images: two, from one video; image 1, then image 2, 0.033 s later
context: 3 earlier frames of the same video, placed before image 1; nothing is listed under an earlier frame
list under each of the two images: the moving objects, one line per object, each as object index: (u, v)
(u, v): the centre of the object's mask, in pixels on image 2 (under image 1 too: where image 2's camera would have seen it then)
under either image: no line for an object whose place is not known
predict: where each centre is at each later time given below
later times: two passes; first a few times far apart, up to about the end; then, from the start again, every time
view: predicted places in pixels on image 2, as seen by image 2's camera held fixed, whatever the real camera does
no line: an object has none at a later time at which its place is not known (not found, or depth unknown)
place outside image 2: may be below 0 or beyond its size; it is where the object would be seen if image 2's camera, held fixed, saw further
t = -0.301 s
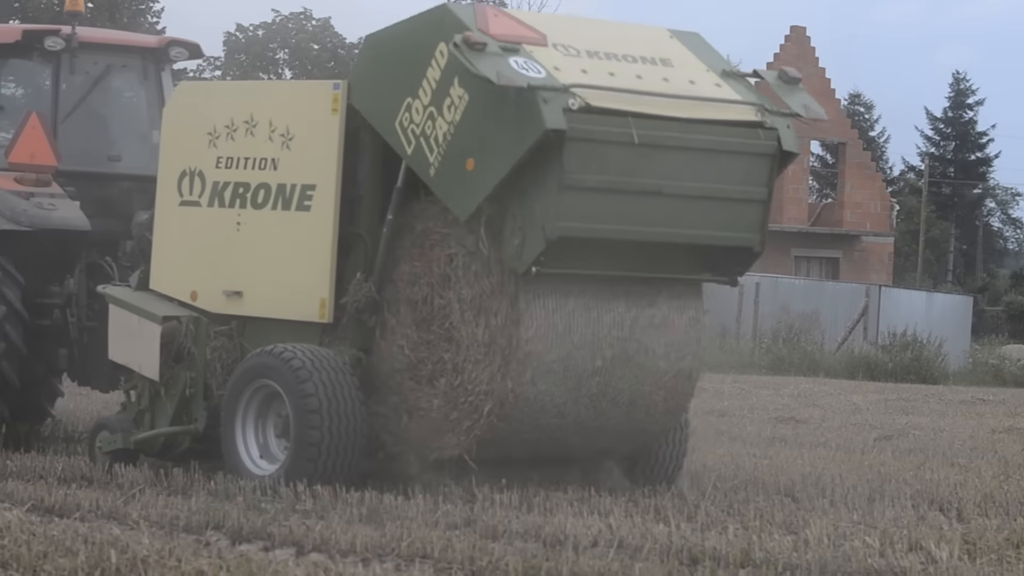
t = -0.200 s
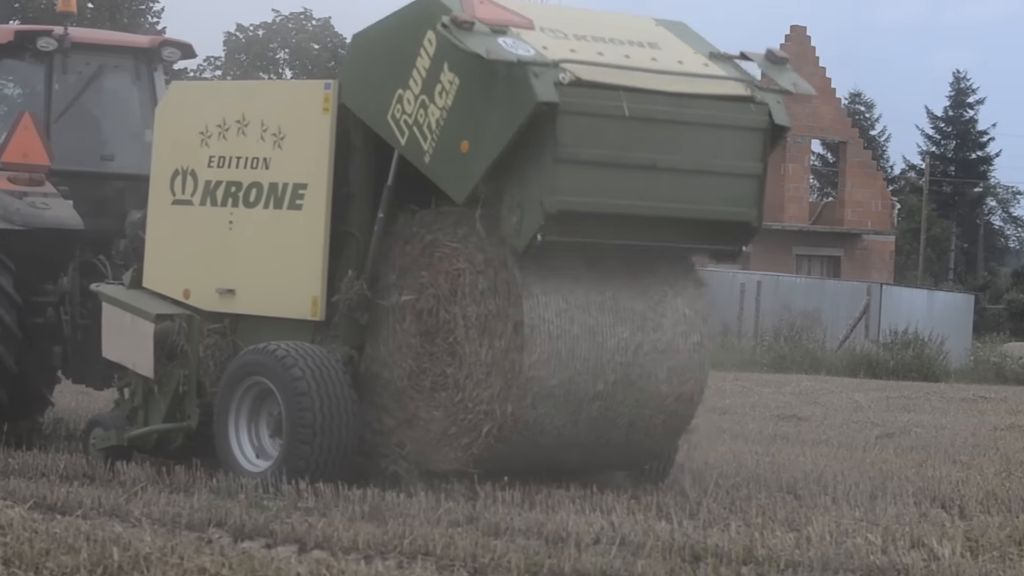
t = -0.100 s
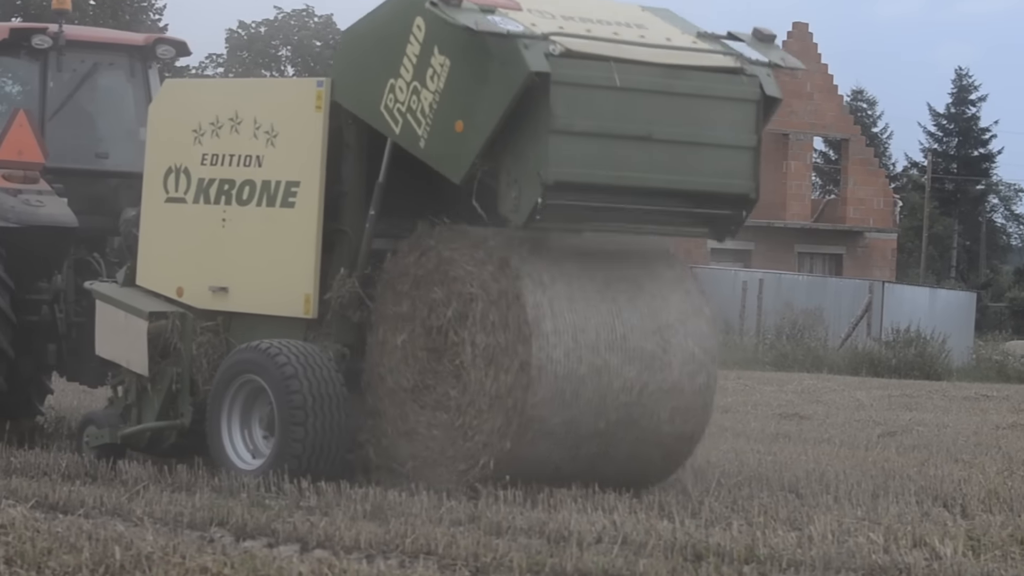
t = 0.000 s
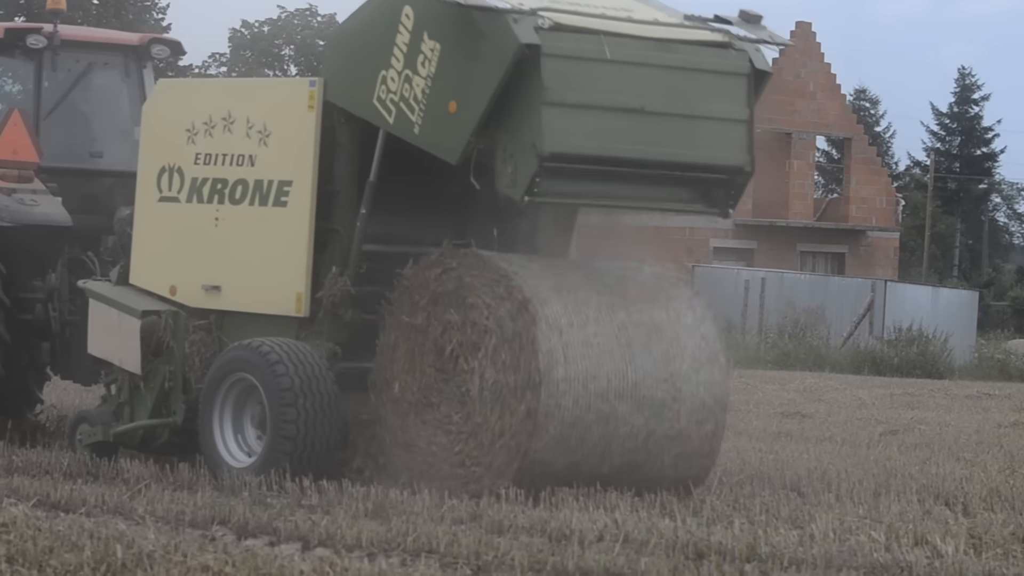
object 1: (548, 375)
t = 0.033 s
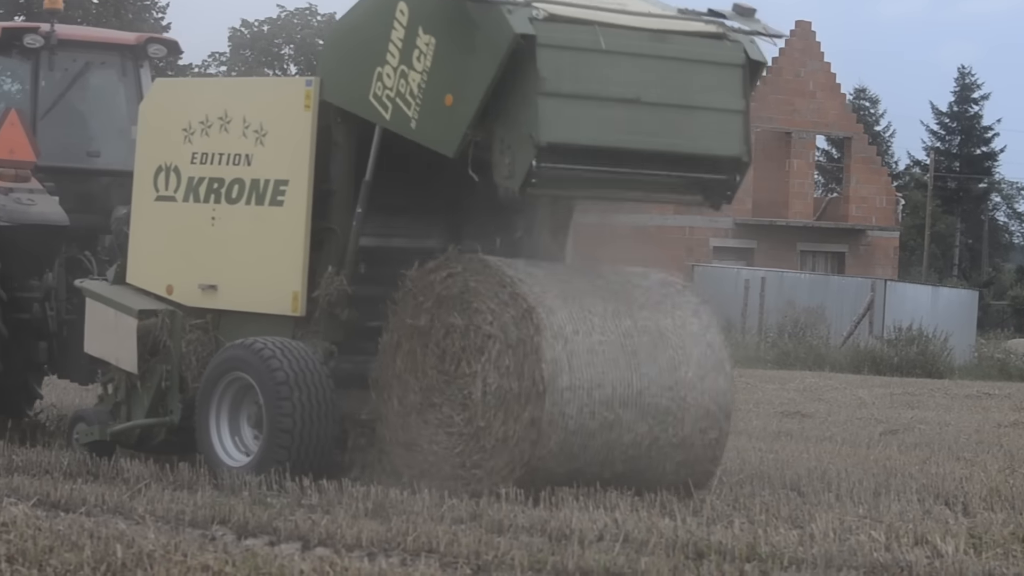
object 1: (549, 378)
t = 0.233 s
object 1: (567, 374)
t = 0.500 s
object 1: (582, 374)
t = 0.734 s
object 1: (582, 375)
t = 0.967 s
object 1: (575, 375)
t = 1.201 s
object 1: (569, 375)
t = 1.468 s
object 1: (566, 375)
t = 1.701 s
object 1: (565, 375)
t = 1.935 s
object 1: (566, 376)
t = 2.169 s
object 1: (568, 376)
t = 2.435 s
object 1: (568, 376)
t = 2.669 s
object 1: (568, 376)
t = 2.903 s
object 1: (569, 376)
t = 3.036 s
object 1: (569, 376)
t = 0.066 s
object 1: (553, 378)
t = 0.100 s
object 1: (556, 376)
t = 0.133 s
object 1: (558, 374)
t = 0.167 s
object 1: (562, 373)
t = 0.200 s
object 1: (564, 373)
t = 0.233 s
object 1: (567, 374)
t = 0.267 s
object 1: (569, 374)
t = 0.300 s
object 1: (571, 375)
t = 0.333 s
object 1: (574, 375)
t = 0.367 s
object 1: (576, 375)
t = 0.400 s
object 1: (578, 374)
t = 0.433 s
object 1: (579, 374)
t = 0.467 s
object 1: (581, 374)
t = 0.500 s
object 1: (582, 374)
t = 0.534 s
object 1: (582, 374)
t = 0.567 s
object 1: (583, 374)
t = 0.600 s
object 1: (583, 374)
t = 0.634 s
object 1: (583, 374)
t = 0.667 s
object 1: (583, 374)
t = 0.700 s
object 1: (582, 375)
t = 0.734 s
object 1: (582, 375)
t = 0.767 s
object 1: (581, 375)
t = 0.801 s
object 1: (580, 375)
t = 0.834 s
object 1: (579, 375)
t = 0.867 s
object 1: (578, 375)
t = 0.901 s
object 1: (577, 375)
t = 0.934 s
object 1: (576, 375)
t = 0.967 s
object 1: (575, 375)
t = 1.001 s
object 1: (574, 375)
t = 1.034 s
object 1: (573, 375)
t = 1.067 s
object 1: (572, 375)
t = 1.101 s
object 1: (571, 375)
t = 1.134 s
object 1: (569, 375)
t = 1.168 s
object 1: (569, 376)
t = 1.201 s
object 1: (569, 375)
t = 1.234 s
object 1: (568, 376)
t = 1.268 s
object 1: (567, 375)
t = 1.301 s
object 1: (567, 375)
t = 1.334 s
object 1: (566, 375)
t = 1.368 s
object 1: (566, 375)
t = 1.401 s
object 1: (566, 375)
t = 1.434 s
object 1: (566, 375)
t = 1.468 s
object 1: (566, 375)
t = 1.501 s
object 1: (565, 375)
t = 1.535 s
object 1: (565, 375)
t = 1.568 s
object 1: (565, 375)
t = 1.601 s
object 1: (565, 375)
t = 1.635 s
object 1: (565, 375)
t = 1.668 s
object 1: (565, 375)
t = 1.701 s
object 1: (565, 375)
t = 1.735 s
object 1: (565, 375)
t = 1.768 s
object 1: (566, 375)
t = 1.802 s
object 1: (566, 375)
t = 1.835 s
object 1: (566, 375)
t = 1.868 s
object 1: (566, 375)
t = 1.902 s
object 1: (566, 375)
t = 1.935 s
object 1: (566, 376)
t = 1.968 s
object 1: (568, 375)
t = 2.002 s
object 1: (568, 375)
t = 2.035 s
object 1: (568, 376)
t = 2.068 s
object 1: (568, 376)
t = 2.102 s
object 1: (568, 376)
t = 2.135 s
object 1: (568, 376)
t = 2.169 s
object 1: (568, 376)
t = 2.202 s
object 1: (569, 376)
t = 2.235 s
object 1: (569, 376)
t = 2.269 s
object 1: (569, 376)
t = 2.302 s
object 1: (569, 376)
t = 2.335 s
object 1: (569, 376)
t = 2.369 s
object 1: (568, 376)
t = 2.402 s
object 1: (568, 376)
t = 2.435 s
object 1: (568, 376)
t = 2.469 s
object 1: (568, 376)
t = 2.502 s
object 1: (568, 376)
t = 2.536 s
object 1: (568, 376)
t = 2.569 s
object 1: (568, 376)
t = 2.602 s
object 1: (568, 376)
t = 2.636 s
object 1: (568, 376)
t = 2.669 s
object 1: (568, 376)
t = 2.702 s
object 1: (568, 376)
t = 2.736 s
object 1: (568, 376)
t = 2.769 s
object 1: (568, 376)
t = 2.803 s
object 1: (567, 376)
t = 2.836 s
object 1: (567, 377)
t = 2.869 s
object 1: (568, 376)
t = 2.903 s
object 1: (569, 376)
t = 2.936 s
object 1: (569, 376)
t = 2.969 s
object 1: (569, 376)
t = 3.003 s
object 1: (569, 376)
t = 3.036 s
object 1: (569, 376)
